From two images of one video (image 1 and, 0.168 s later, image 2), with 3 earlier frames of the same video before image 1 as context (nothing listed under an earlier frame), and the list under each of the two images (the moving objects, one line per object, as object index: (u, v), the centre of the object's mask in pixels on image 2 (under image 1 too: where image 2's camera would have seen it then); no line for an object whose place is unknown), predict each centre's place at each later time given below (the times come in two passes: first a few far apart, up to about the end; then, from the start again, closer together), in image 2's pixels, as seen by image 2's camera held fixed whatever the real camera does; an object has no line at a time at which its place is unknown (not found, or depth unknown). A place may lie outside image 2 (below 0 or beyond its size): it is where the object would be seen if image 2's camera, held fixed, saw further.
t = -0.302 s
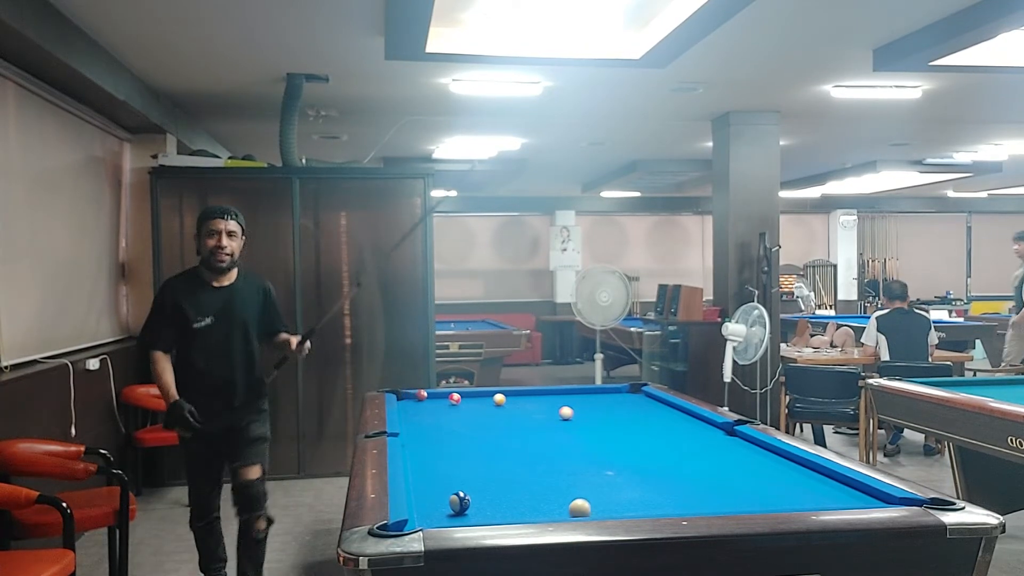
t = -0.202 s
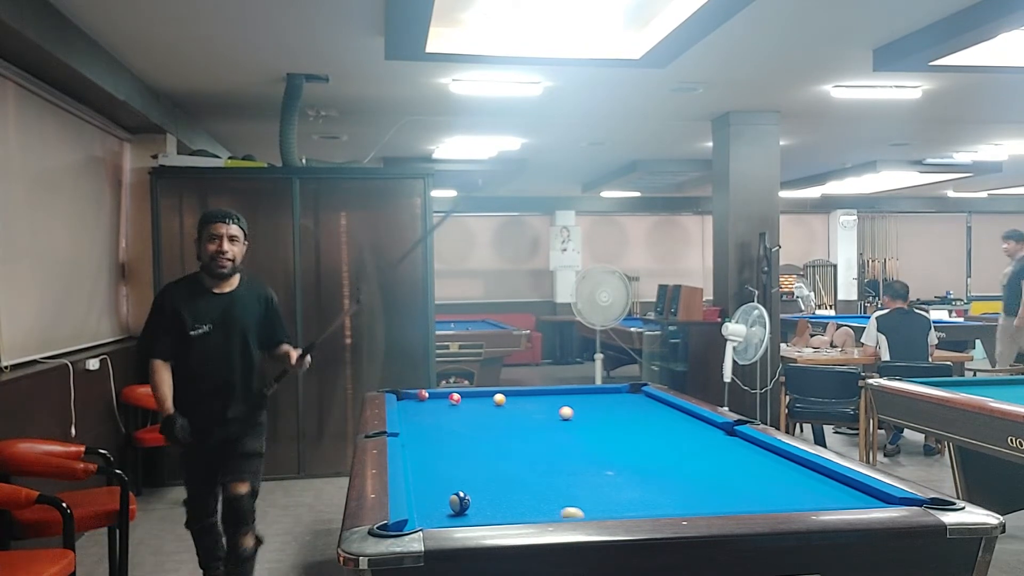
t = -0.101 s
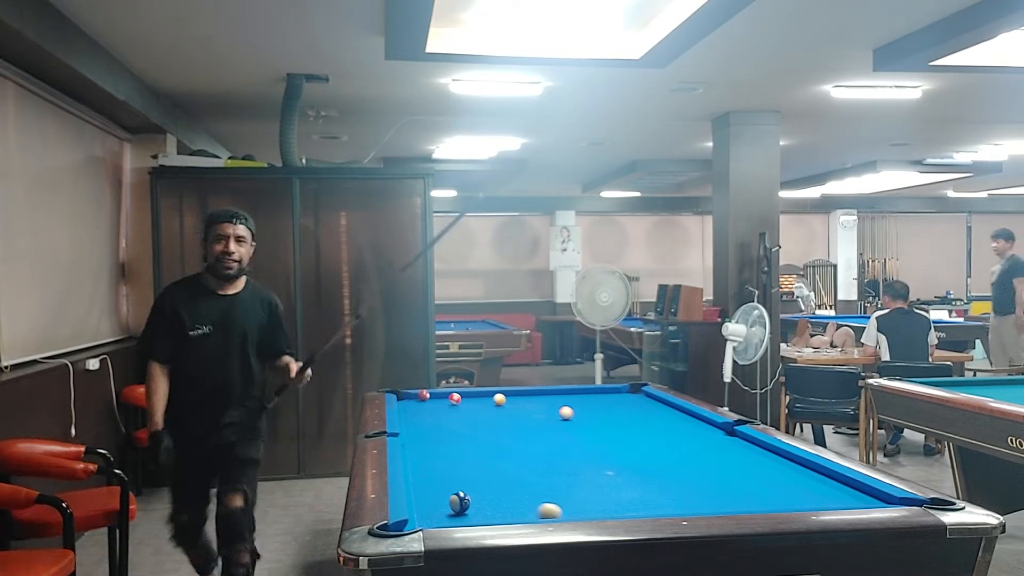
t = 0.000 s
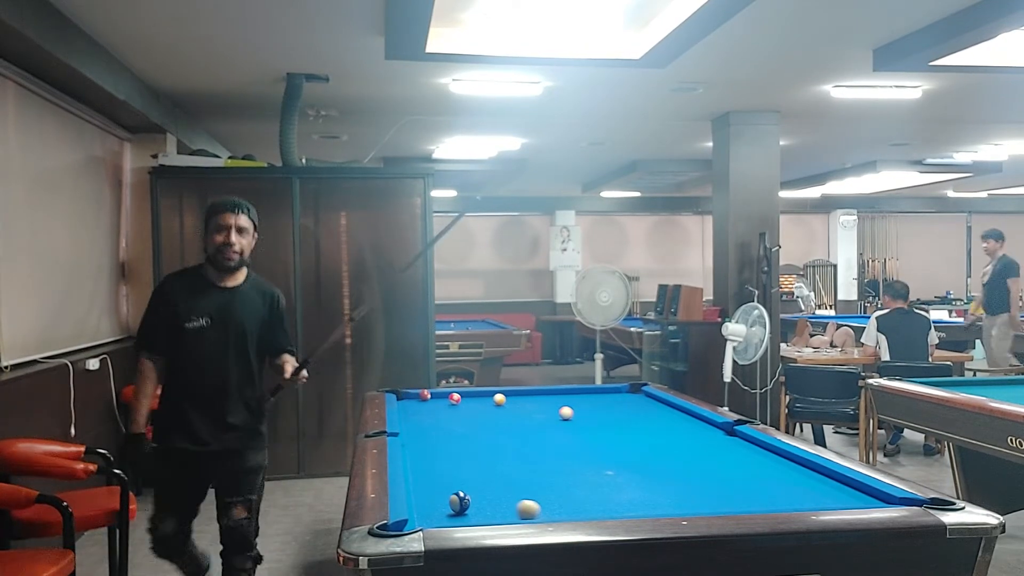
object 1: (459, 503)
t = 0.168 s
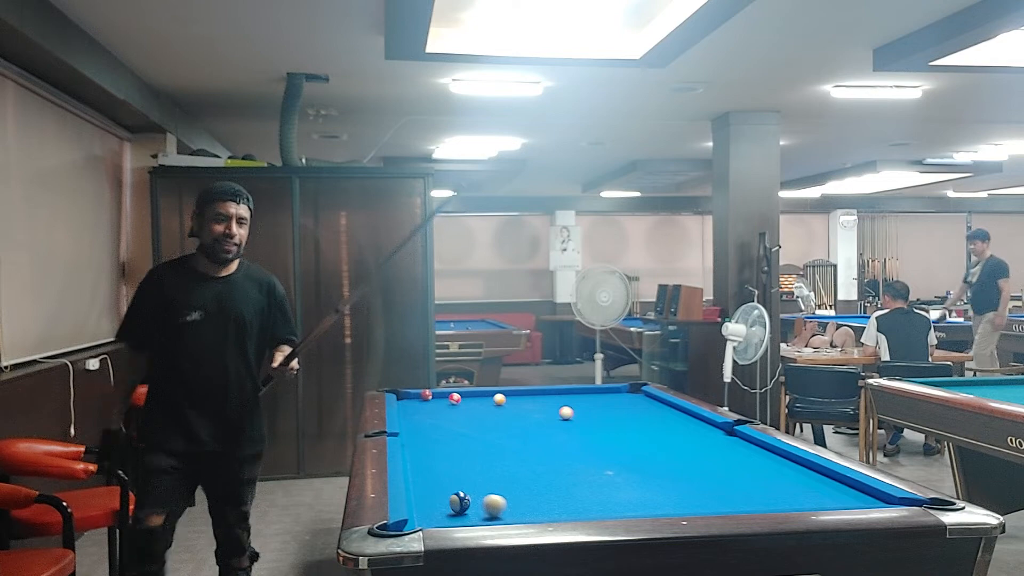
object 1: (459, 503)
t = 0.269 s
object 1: (454, 502)
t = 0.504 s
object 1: (422, 501)
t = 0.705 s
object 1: (427, 499)
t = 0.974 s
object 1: (443, 497)
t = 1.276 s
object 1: (458, 496)
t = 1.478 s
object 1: (468, 494)
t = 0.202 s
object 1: (460, 503)
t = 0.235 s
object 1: (459, 503)
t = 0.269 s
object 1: (454, 502)
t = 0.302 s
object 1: (449, 502)
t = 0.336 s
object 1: (444, 502)
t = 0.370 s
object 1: (439, 501)
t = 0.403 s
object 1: (435, 501)
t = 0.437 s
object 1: (430, 501)
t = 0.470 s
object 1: (425, 501)
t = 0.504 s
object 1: (422, 501)
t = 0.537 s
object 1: (418, 501)
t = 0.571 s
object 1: (420, 500)
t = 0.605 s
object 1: (422, 500)
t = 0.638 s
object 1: (424, 500)
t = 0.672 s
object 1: (426, 500)
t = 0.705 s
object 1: (427, 499)
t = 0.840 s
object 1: (435, 498)
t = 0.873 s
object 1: (437, 498)
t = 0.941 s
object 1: (441, 497)
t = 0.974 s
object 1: (443, 497)
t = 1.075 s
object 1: (448, 497)
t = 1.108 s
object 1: (450, 497)
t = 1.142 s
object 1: (451, 497)
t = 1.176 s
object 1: (453, 496)
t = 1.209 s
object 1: (455, 496)
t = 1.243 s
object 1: (457, 496)
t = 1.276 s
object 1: (458, 496)
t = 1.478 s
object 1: (468, 494)
